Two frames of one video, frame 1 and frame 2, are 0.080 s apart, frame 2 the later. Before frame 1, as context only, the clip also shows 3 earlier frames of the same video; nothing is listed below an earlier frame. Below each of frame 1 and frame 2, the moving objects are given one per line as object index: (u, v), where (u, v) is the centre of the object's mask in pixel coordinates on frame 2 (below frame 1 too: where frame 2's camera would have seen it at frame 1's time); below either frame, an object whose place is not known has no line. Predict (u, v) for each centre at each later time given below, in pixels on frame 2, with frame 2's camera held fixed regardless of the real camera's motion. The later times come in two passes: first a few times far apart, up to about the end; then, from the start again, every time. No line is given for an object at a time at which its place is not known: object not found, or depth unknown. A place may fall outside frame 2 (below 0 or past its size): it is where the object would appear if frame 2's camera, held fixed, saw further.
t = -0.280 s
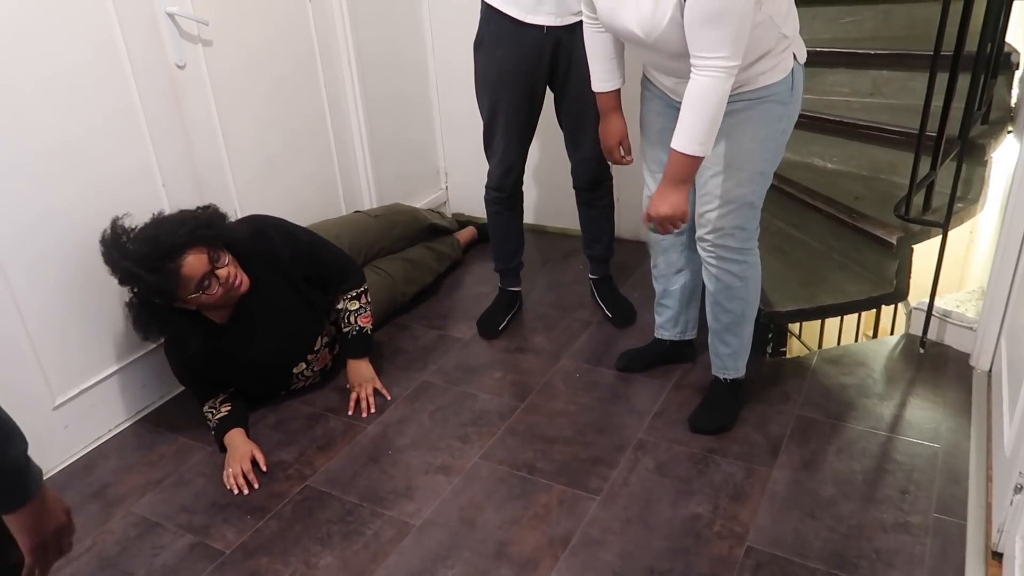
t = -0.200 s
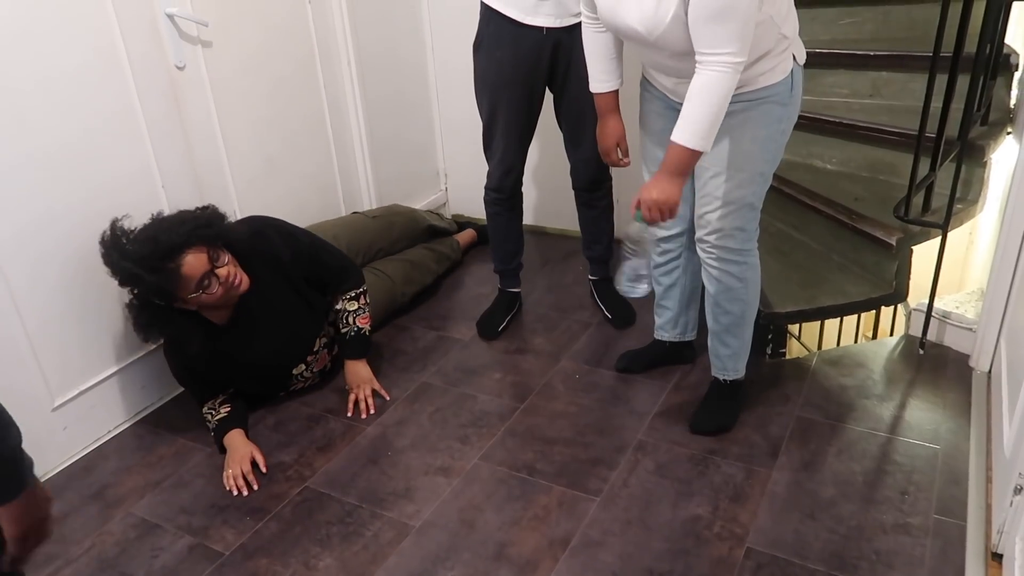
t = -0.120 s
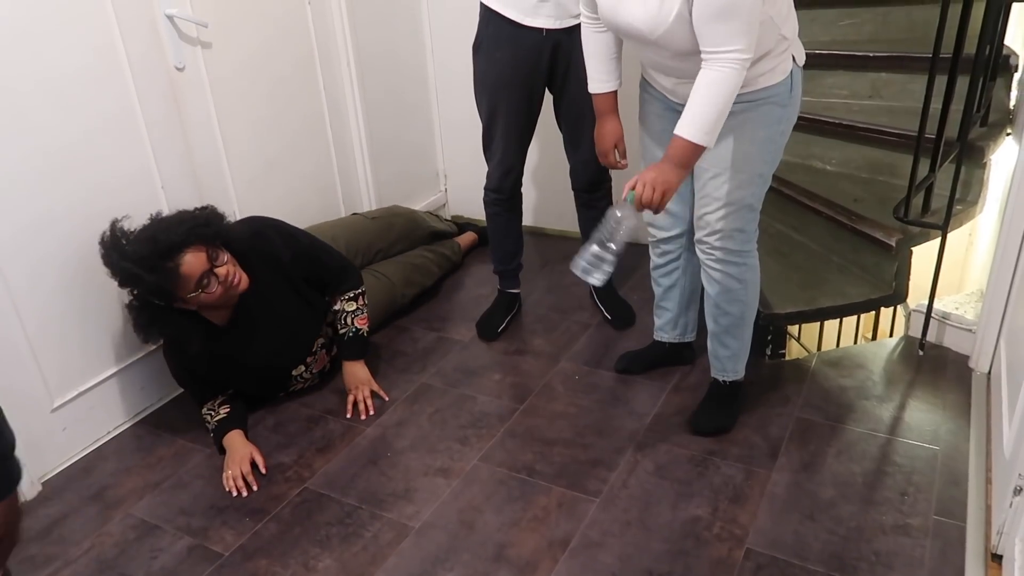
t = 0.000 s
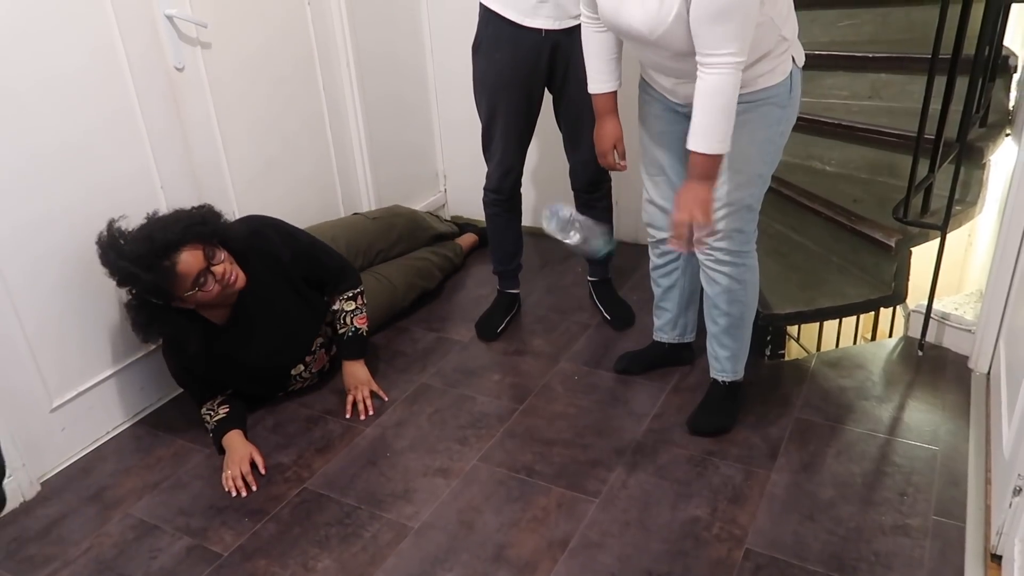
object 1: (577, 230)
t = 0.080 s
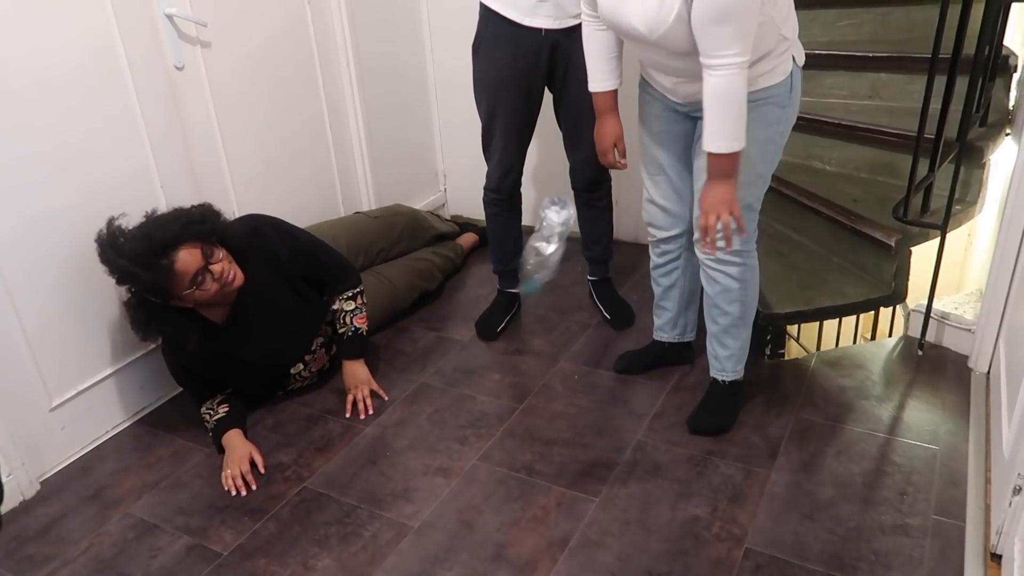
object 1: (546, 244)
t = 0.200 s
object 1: (524, 297)
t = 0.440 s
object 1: (504, 567)
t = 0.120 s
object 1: (535, 256)
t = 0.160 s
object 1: (528, 272)
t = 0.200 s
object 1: (524, 297)
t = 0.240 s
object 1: (520, 330)
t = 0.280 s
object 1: (516, 373)
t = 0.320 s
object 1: (512, 423)
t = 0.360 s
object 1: (511, 477)
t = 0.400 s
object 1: (509, 536)
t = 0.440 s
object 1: (504, 567)
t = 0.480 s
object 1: (503, 572)
